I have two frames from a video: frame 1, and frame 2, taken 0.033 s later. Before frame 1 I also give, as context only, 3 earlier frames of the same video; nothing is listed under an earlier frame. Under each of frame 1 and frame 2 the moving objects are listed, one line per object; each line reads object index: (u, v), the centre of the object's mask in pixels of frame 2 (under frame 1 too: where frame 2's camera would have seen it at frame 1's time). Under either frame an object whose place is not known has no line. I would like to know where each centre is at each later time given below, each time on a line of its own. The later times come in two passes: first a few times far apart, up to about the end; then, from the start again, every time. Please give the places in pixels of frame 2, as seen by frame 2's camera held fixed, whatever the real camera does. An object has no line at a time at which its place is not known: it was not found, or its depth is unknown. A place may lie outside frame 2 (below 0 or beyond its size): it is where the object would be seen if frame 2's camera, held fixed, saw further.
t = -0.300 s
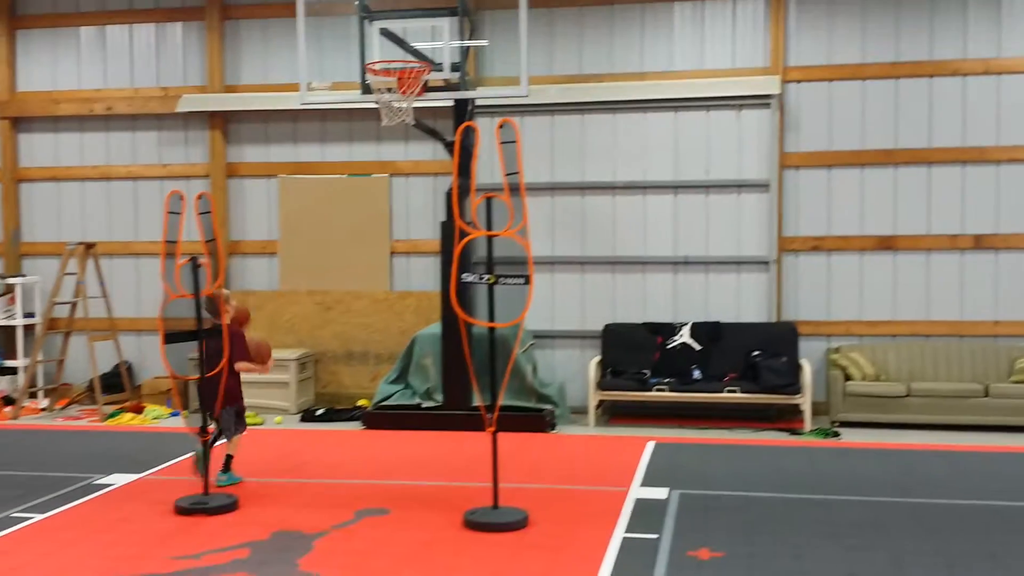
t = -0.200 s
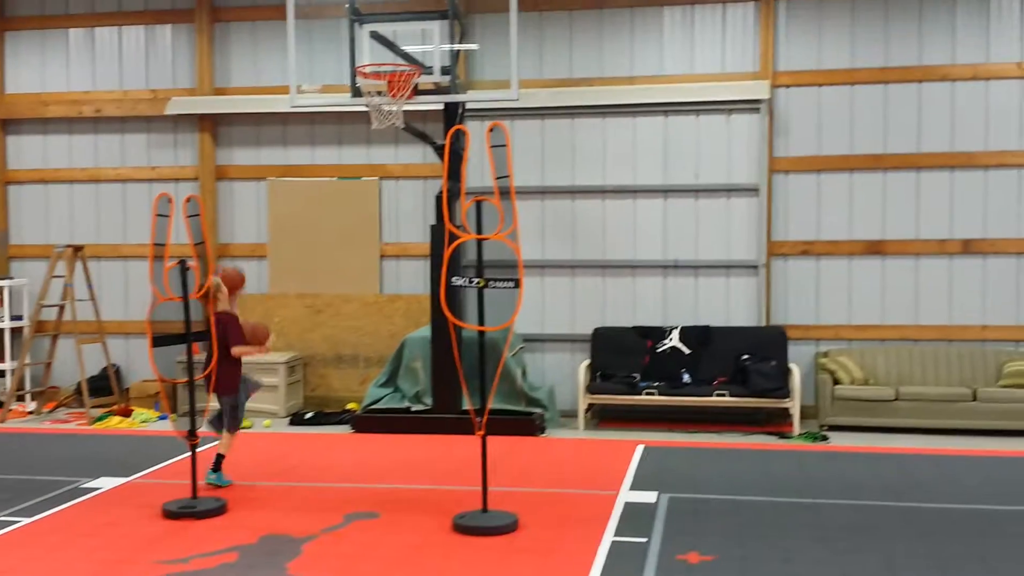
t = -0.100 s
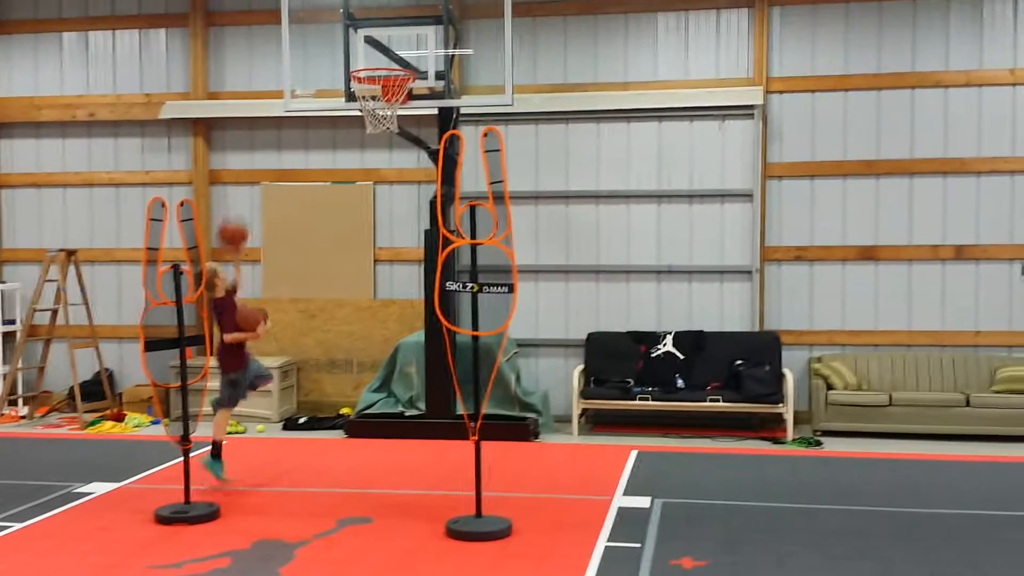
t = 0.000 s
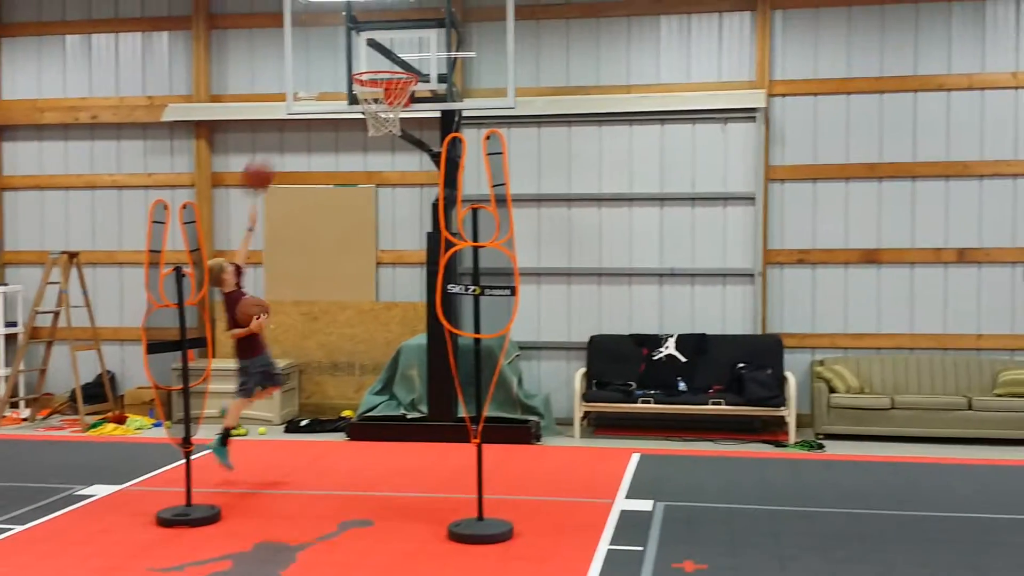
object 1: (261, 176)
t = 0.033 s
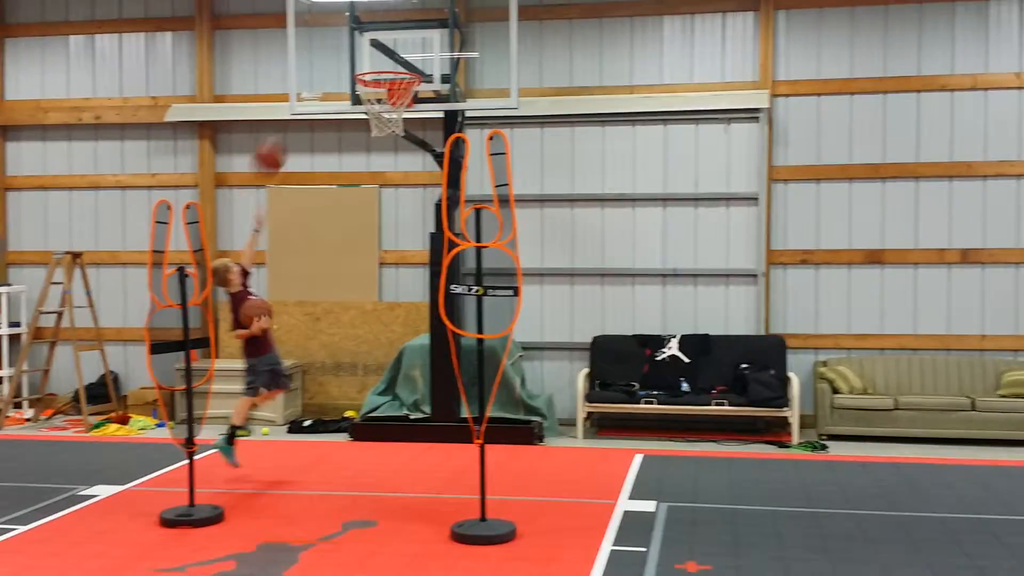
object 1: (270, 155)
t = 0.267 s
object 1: (326, 75)
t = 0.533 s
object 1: (379, 61)
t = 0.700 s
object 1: (390, 62)
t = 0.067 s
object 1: (277, 143)
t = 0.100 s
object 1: (284, 130)
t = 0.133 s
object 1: (293, 116)
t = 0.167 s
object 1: (302, 102)
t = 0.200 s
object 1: (310, 92)
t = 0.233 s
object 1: (318, 83)
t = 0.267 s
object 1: (326, 75)
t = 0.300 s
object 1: (334, 69)
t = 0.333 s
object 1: (342, 65)
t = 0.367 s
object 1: (350, 62)
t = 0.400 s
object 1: (358, 59)
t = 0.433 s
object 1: (365, 58)
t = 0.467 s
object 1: (371, 59)
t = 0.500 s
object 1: (374, 60)
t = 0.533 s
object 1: (379, 61)
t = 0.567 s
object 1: (383, 60)
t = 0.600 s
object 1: (384, 60)
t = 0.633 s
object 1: (386, 60)
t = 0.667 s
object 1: (388, 61)
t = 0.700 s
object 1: (390, 62)
